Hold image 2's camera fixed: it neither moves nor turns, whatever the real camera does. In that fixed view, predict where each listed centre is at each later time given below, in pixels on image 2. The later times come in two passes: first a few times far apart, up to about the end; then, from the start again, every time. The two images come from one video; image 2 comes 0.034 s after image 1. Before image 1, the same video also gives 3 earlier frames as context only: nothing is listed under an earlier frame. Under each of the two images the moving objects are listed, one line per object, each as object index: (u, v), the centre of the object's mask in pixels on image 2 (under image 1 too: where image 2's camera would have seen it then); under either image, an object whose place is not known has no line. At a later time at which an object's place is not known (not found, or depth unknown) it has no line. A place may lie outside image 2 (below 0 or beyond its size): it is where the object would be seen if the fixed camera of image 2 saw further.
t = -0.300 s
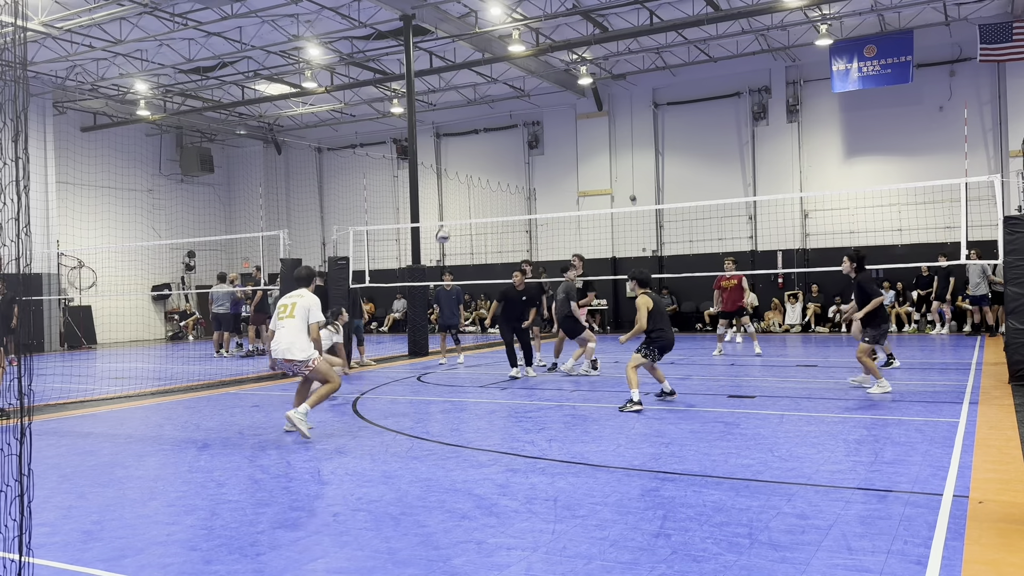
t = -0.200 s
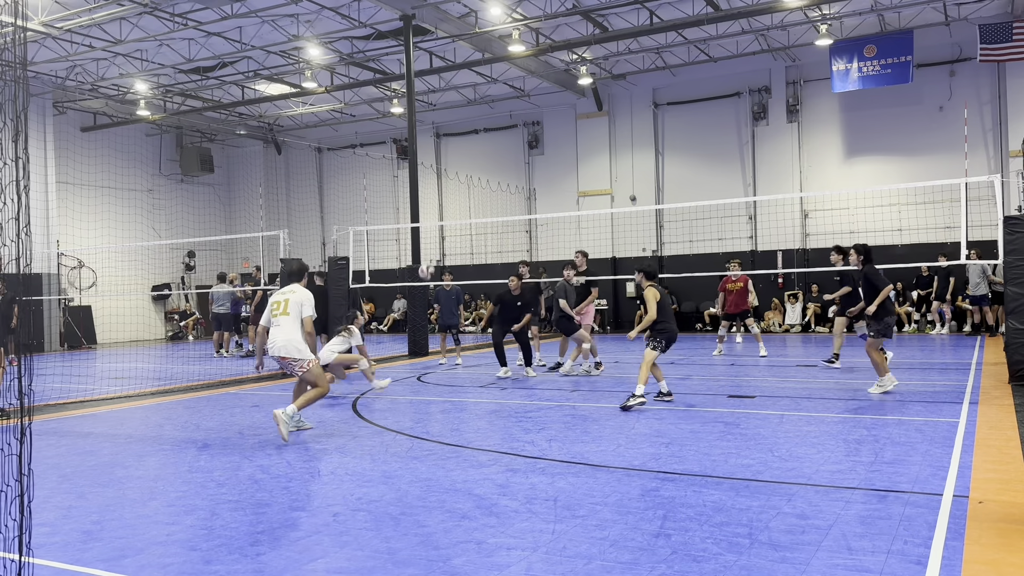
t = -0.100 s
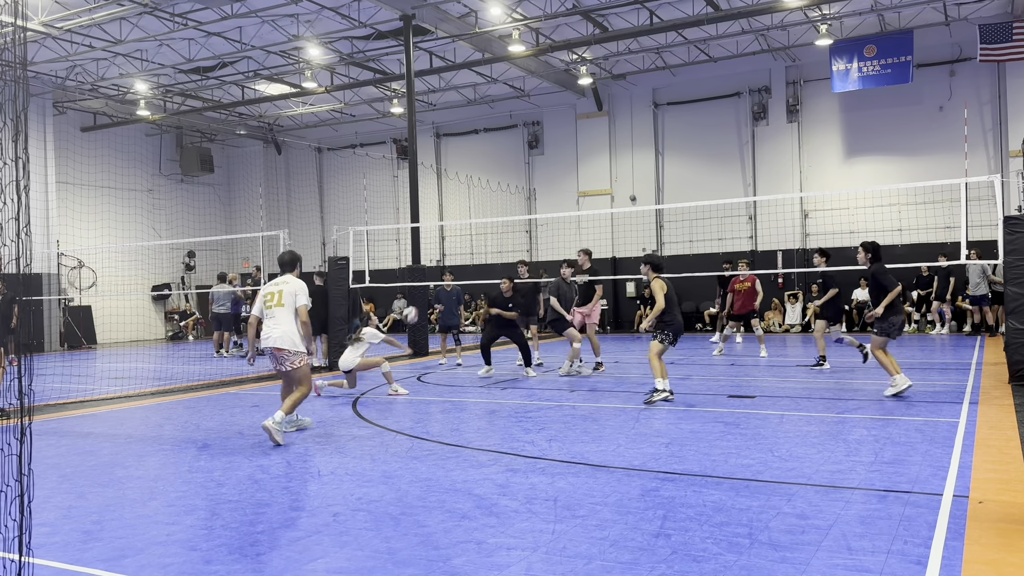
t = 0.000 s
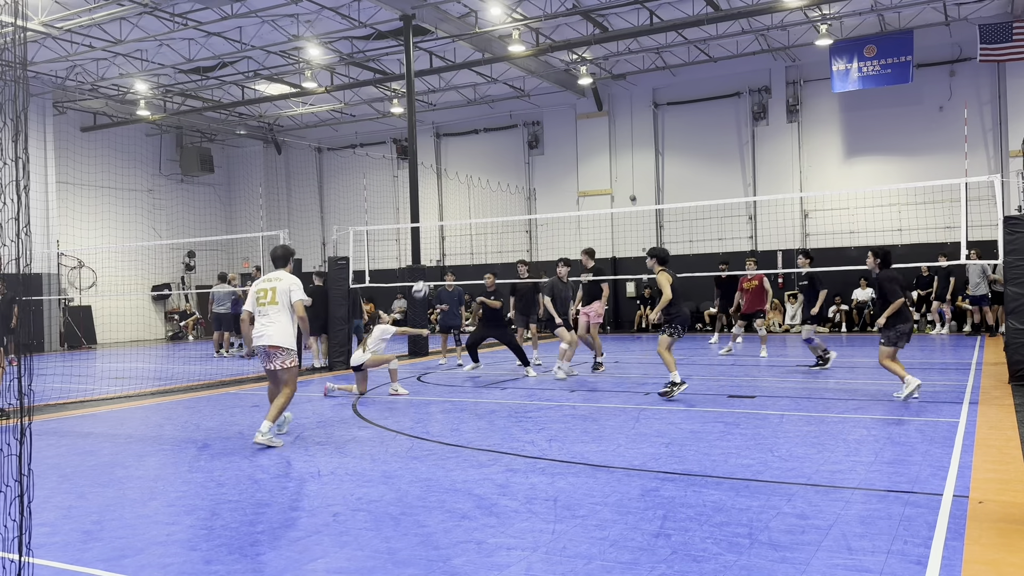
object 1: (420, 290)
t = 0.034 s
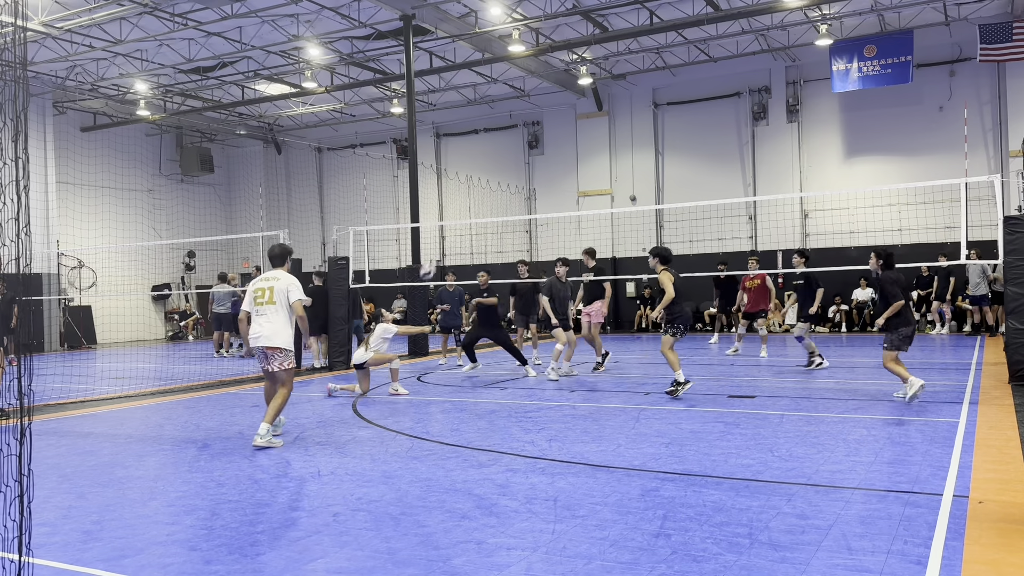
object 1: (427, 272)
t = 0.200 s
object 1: (464, 189)
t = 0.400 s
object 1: (508, 120)
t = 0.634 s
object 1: (559, 79)
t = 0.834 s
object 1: (604, 77)
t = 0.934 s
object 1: (626, 88)
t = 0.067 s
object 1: (434, 253)
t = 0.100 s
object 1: (442, 236)
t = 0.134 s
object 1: (450, 219)
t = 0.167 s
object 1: (457, 203)
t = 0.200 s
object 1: (464, 189)
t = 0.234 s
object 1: (472, 175)
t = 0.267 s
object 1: (479, 162)
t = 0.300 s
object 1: (487, 149)
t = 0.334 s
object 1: (494, 139)
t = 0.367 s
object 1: (500, 128)
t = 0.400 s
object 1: (508, 120)
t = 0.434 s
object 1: (515, 111)
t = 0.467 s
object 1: (523, 103)
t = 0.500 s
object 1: (530, 96)
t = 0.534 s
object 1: (537, 91)
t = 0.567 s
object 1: (545, 86)
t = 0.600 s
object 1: (552, 82)
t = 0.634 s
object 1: (559, 79)
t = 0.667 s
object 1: (567, 77)
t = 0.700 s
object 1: (574, 75)
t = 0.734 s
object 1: (582, 75)
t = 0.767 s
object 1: (589, 74)
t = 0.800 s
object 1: (597, 75)
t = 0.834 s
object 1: (604, 77)
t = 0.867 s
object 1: (611, 80)
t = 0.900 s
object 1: (618, 83)
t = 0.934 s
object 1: (626, 88)
